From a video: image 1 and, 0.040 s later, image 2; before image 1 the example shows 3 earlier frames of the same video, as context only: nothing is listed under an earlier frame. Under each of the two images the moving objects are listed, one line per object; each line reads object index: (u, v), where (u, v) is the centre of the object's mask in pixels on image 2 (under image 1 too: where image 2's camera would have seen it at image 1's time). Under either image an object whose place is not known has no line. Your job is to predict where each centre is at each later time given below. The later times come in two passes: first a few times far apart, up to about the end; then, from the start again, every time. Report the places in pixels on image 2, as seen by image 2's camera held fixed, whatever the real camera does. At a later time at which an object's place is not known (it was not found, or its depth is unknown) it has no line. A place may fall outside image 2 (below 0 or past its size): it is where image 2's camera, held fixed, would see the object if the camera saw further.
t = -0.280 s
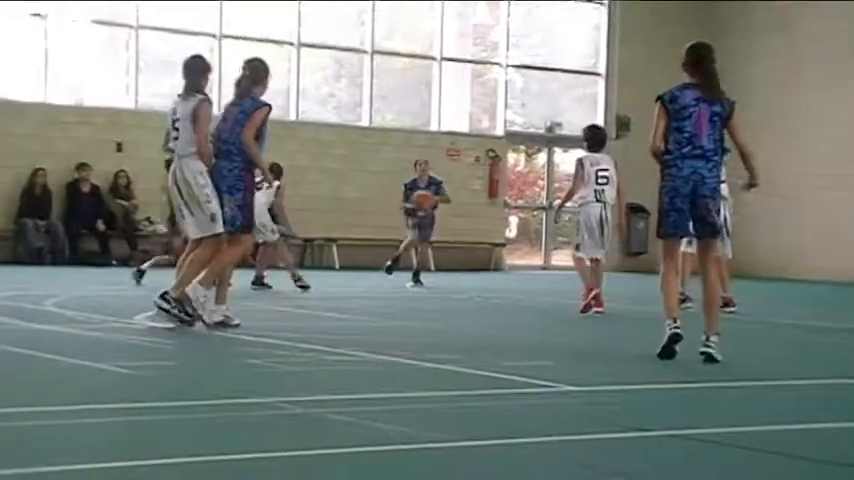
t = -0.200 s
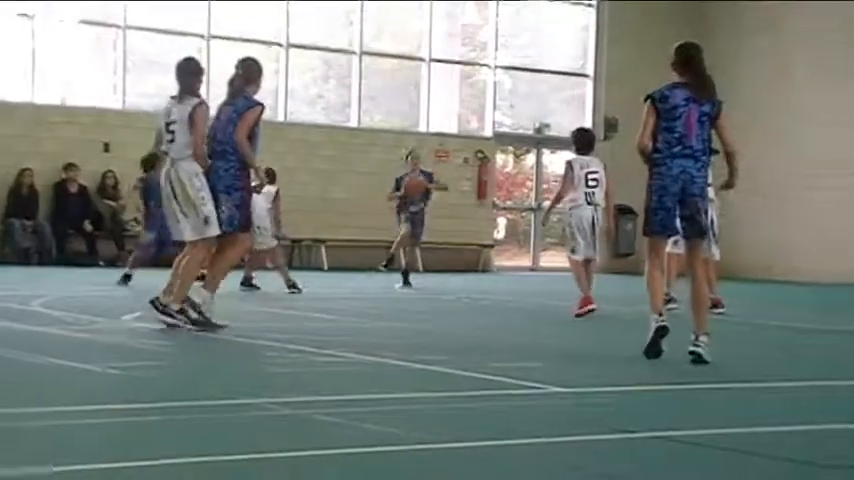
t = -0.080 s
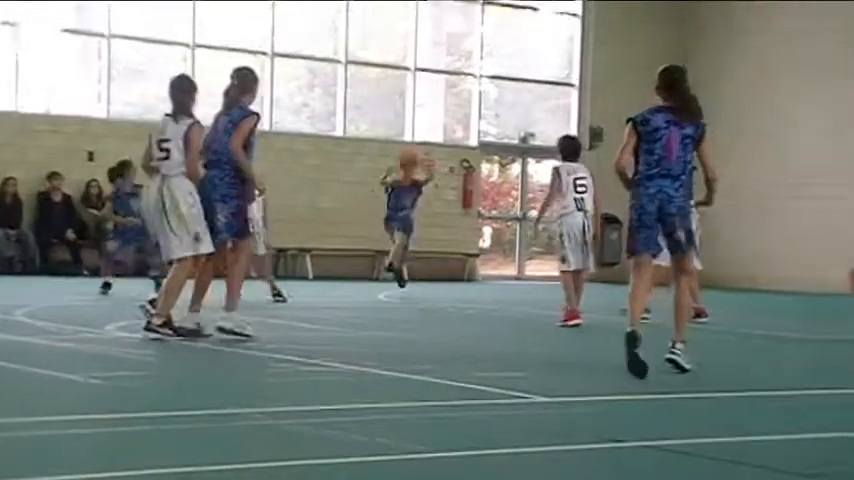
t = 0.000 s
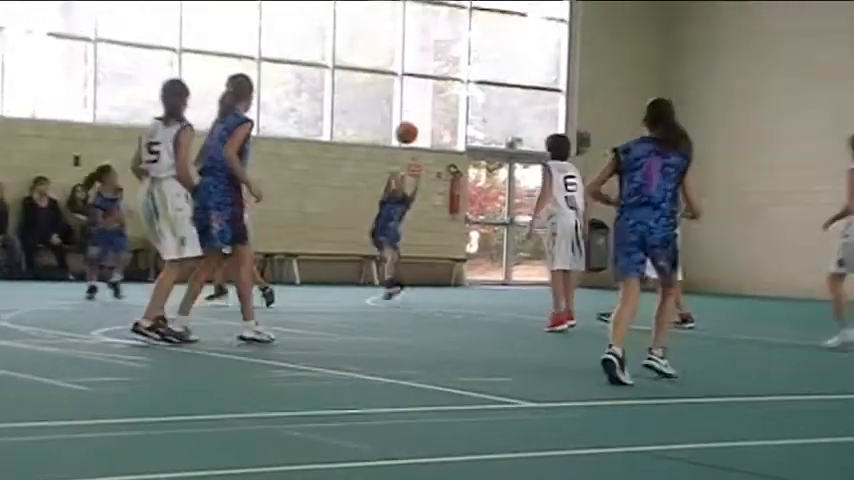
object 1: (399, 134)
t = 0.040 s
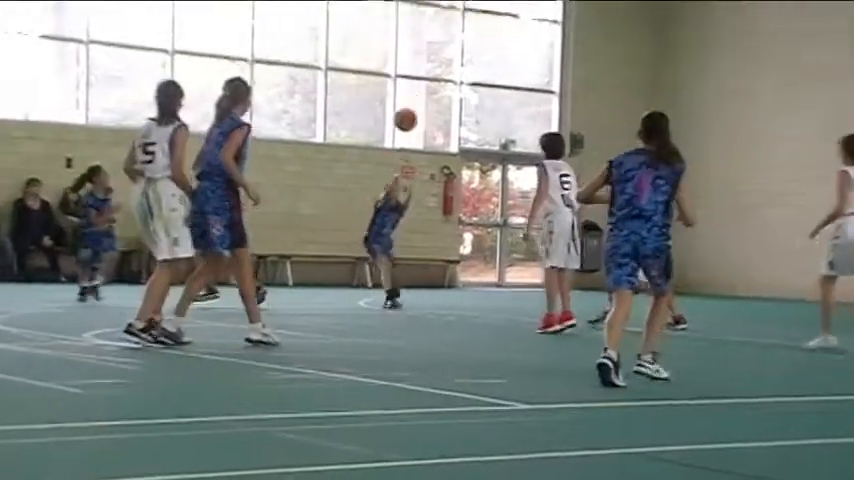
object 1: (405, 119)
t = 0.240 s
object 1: (438, 64)
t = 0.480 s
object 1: (485, 50)
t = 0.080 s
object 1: (412, 105)
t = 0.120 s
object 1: (418, 93)
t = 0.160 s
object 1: (425, 81)
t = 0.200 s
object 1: (431, 72)
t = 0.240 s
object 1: (438, 64)
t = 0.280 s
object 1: (445, 57)
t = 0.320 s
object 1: (453, 52)
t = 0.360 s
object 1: (461, 49)
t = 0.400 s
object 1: (469, 47)
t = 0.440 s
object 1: (477, 48)
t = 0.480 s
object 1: (485, 50)
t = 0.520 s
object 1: (492, 55)
